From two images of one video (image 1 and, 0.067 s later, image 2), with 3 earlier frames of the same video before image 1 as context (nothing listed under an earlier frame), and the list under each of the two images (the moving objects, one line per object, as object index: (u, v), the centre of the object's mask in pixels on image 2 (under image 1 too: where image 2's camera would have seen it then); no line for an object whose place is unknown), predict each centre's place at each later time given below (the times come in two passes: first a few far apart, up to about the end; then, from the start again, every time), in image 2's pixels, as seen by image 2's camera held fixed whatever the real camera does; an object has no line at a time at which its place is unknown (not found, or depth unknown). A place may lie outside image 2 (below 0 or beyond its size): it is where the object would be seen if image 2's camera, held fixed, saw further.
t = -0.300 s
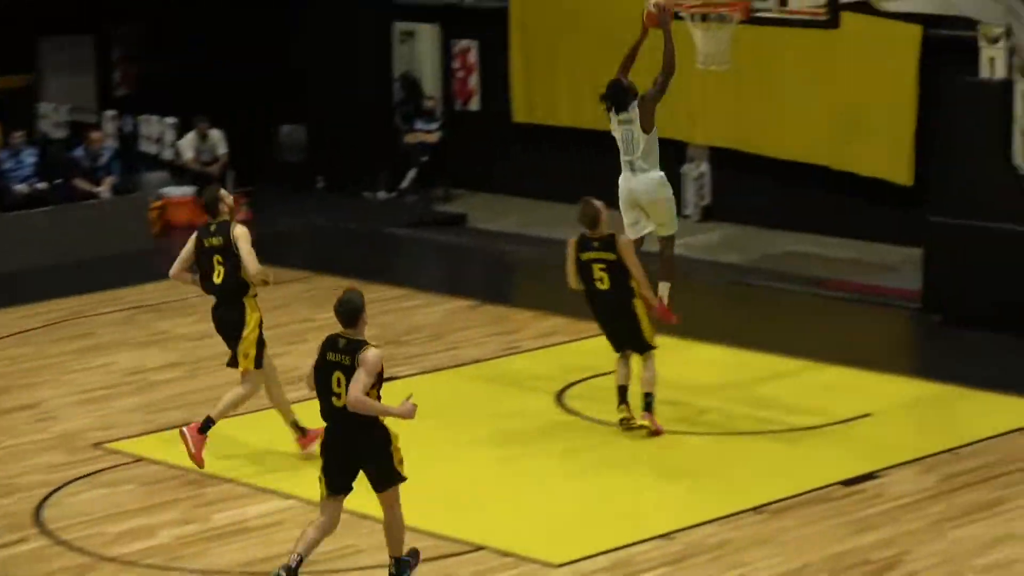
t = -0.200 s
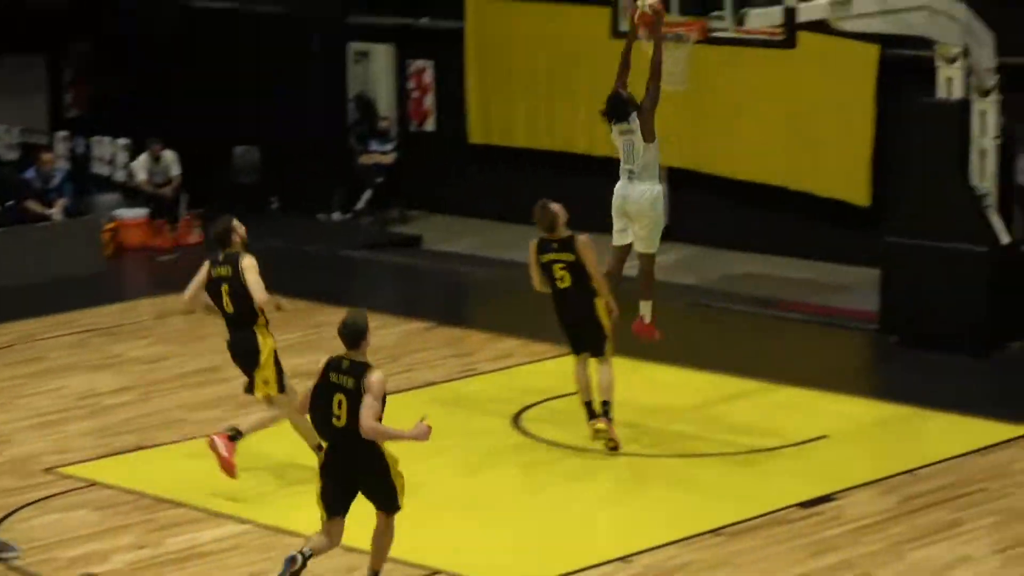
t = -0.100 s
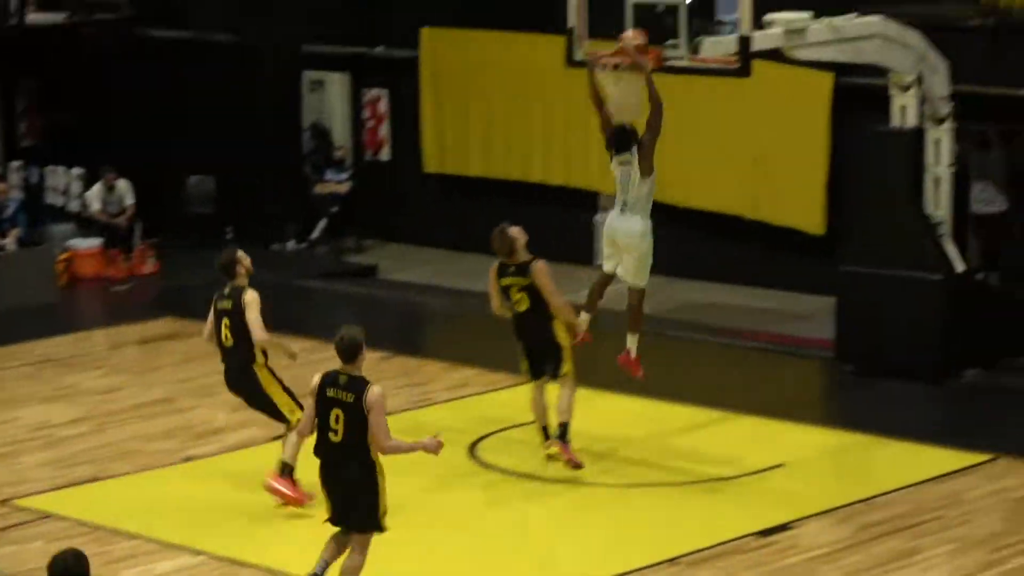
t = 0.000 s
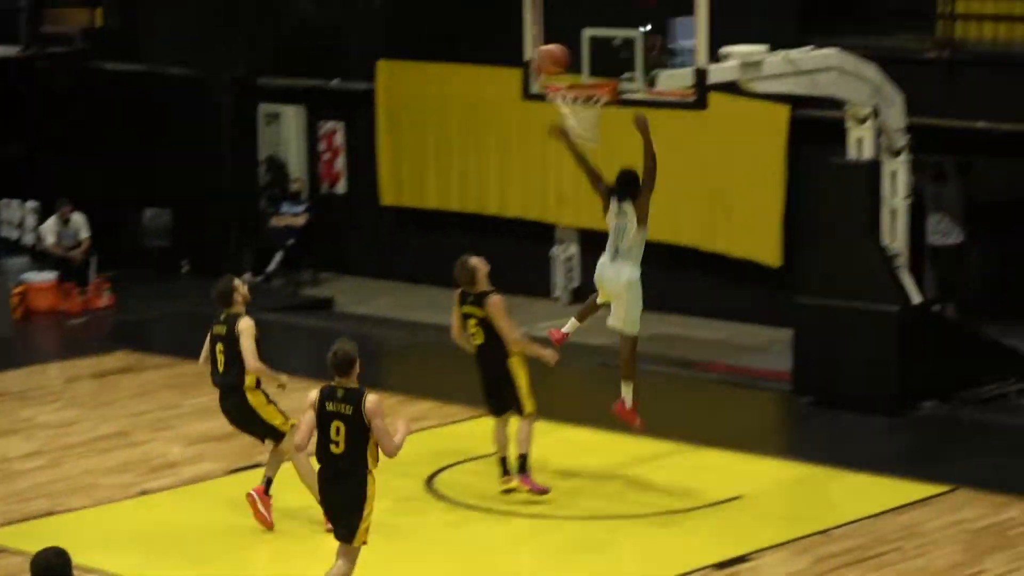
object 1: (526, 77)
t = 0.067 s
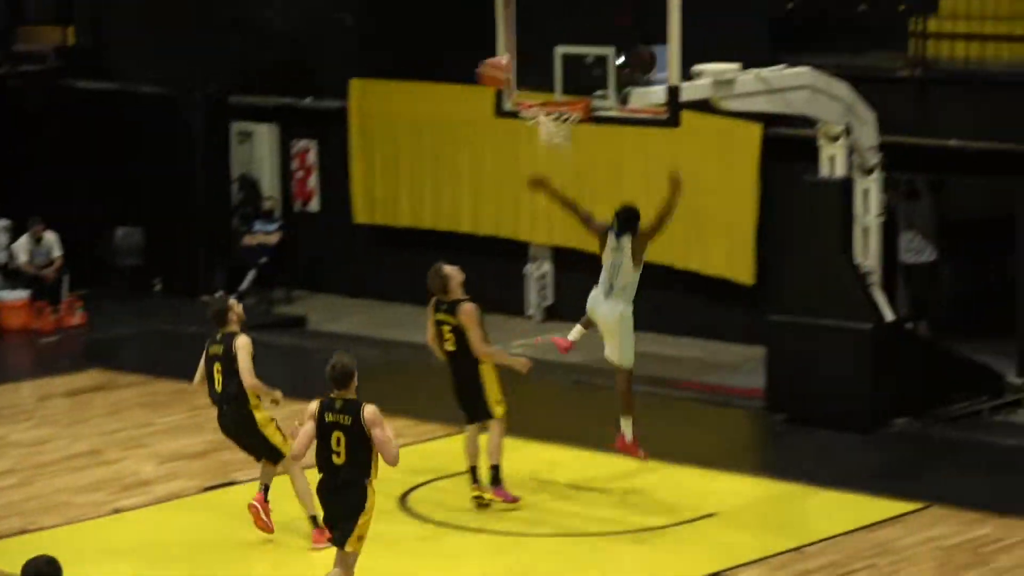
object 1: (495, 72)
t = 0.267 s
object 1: (412, 89)
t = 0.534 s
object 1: (296, 203)
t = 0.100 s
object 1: (479, 71)
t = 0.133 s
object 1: (468, 72)
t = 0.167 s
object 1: (454, 74)
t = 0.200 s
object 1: (440, 77)
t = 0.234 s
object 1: (426, 82)
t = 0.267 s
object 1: (412, 89)
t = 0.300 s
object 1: (399, 97)
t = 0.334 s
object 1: (384, 108)
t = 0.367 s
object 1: (370, 119)
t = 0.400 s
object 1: (354, 134)
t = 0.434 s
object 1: (339, 149)
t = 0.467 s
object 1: (328, 164)
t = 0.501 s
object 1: (312, 182)
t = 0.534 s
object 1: (296, 203)
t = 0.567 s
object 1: (284, 222)
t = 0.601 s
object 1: (269, 245)
